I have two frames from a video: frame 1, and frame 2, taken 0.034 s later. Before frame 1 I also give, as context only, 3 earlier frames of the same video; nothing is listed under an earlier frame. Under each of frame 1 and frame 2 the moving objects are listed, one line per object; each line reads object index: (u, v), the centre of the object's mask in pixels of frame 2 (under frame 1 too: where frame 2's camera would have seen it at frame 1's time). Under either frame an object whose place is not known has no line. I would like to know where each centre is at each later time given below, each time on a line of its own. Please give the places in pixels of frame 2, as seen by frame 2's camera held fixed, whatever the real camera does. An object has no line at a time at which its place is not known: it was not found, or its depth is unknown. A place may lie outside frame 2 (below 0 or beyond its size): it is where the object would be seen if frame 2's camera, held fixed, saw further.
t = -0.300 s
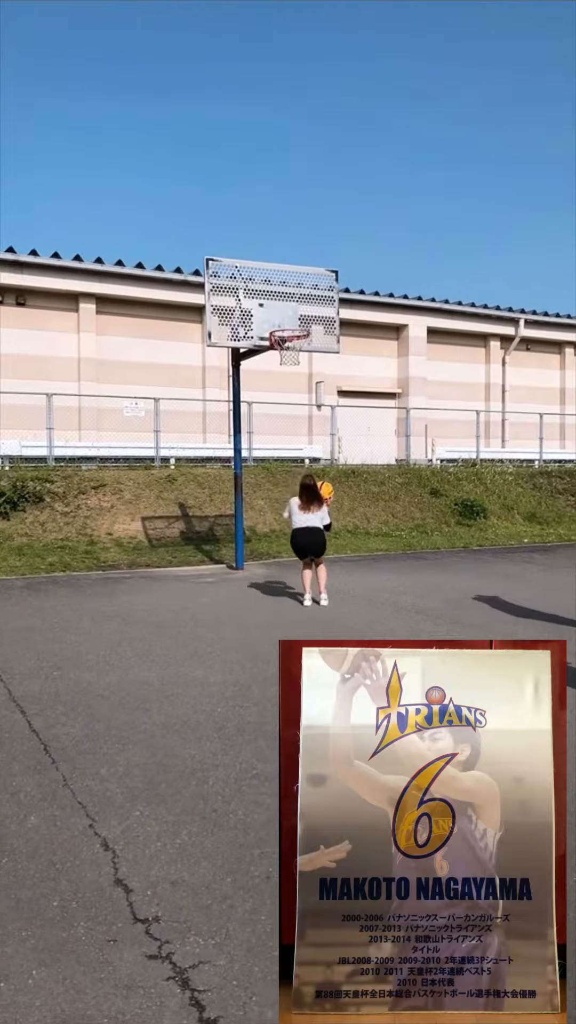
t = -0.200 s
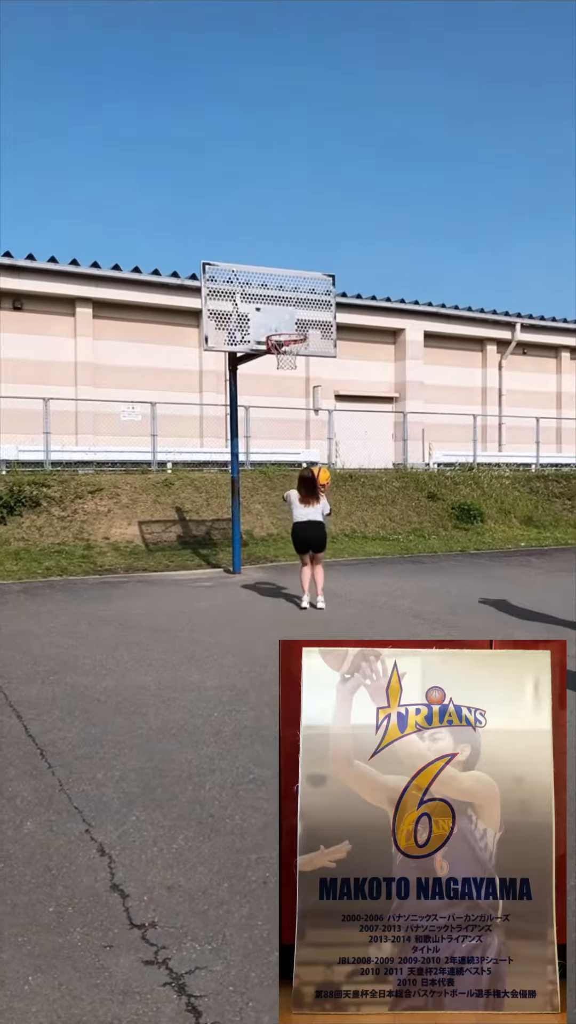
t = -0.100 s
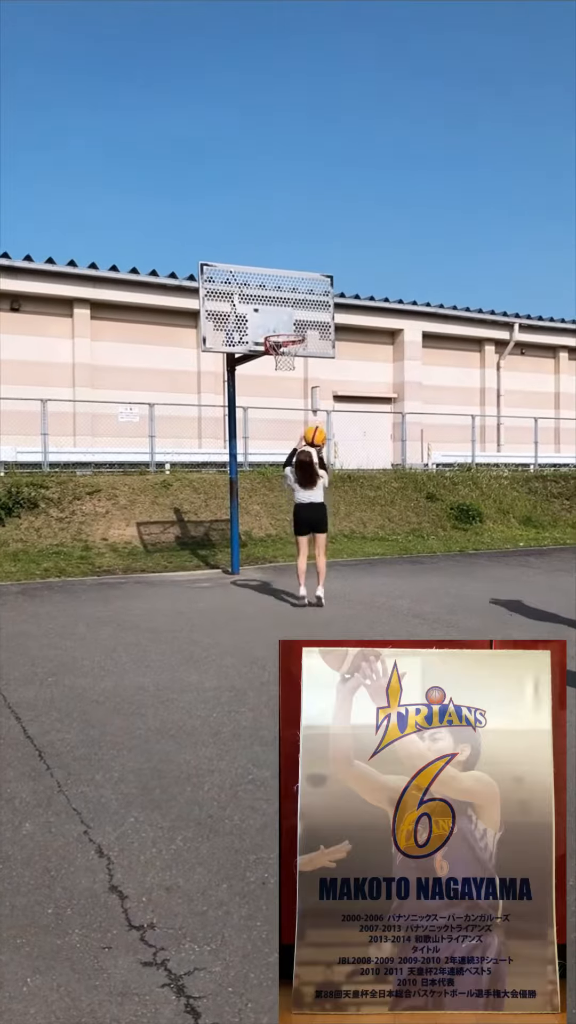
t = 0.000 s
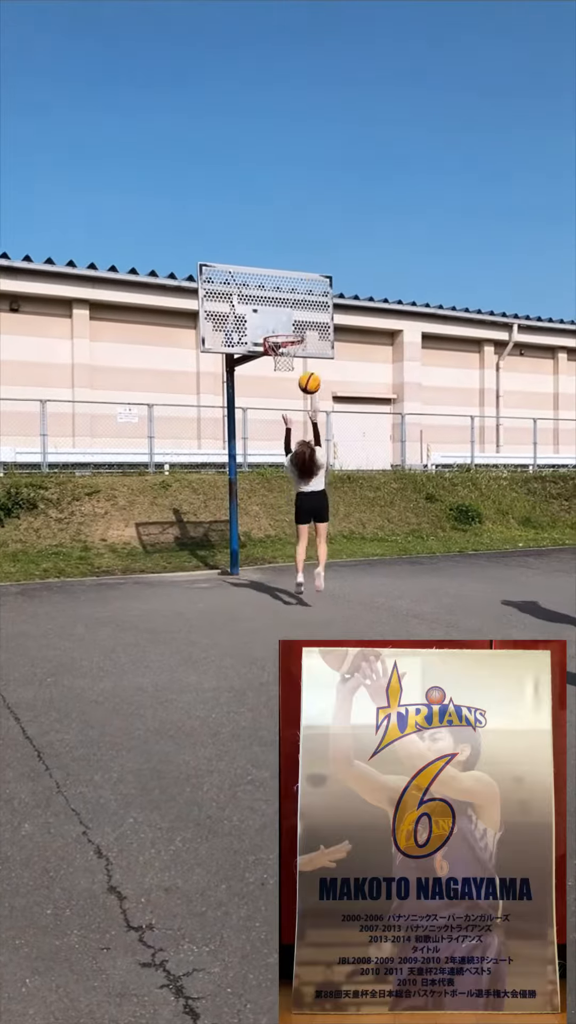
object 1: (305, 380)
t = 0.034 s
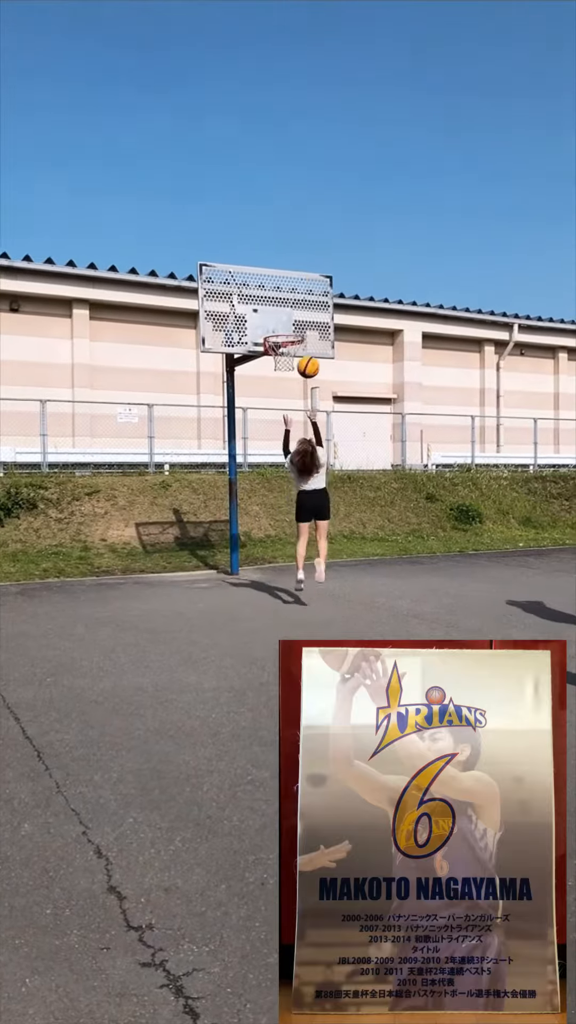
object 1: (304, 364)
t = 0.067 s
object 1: (302, 349)
